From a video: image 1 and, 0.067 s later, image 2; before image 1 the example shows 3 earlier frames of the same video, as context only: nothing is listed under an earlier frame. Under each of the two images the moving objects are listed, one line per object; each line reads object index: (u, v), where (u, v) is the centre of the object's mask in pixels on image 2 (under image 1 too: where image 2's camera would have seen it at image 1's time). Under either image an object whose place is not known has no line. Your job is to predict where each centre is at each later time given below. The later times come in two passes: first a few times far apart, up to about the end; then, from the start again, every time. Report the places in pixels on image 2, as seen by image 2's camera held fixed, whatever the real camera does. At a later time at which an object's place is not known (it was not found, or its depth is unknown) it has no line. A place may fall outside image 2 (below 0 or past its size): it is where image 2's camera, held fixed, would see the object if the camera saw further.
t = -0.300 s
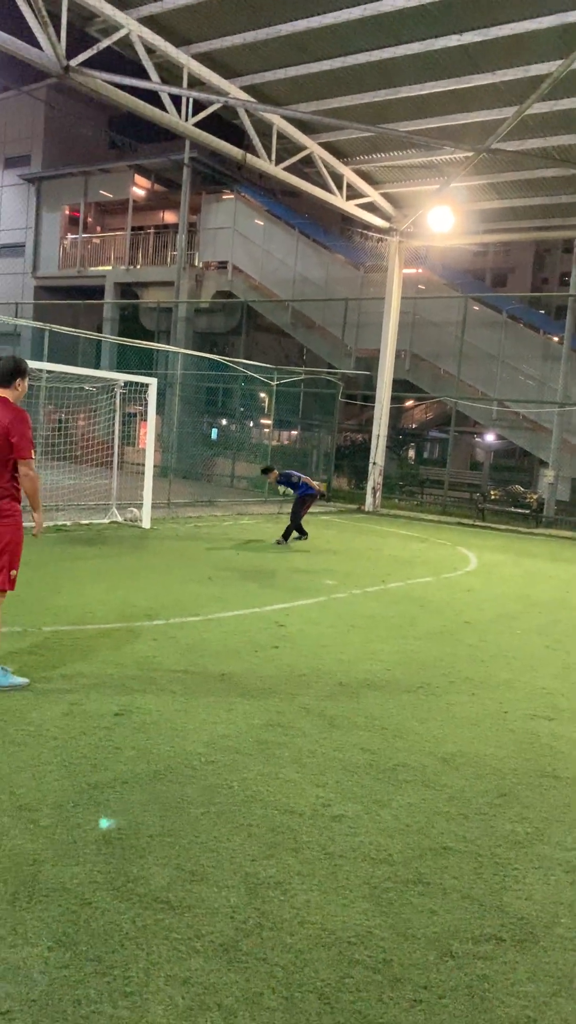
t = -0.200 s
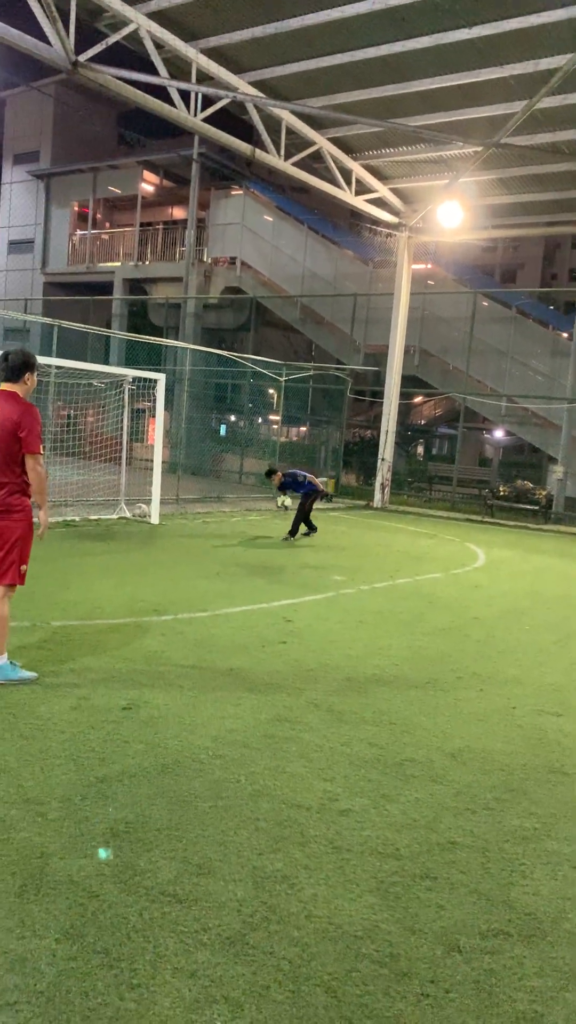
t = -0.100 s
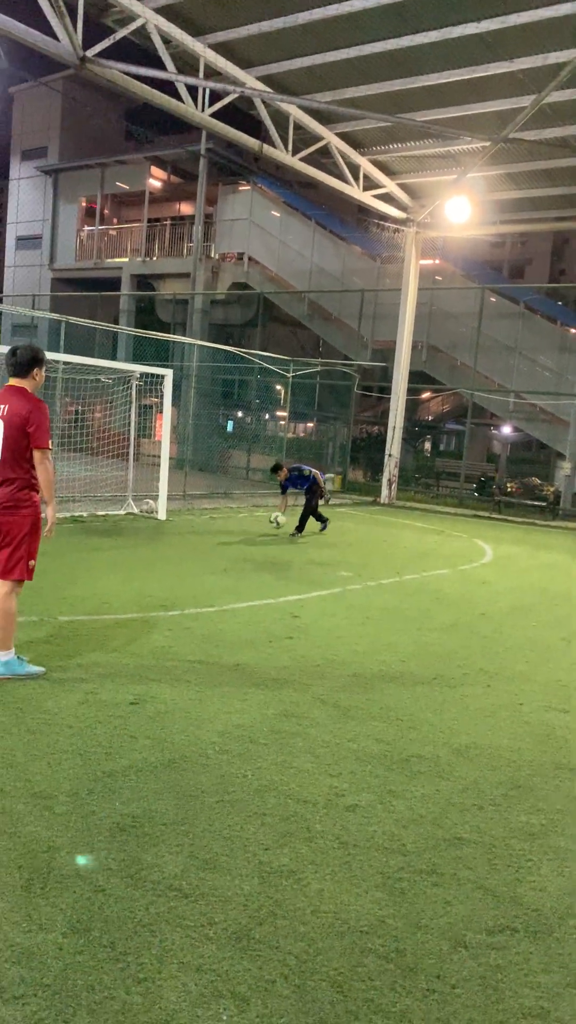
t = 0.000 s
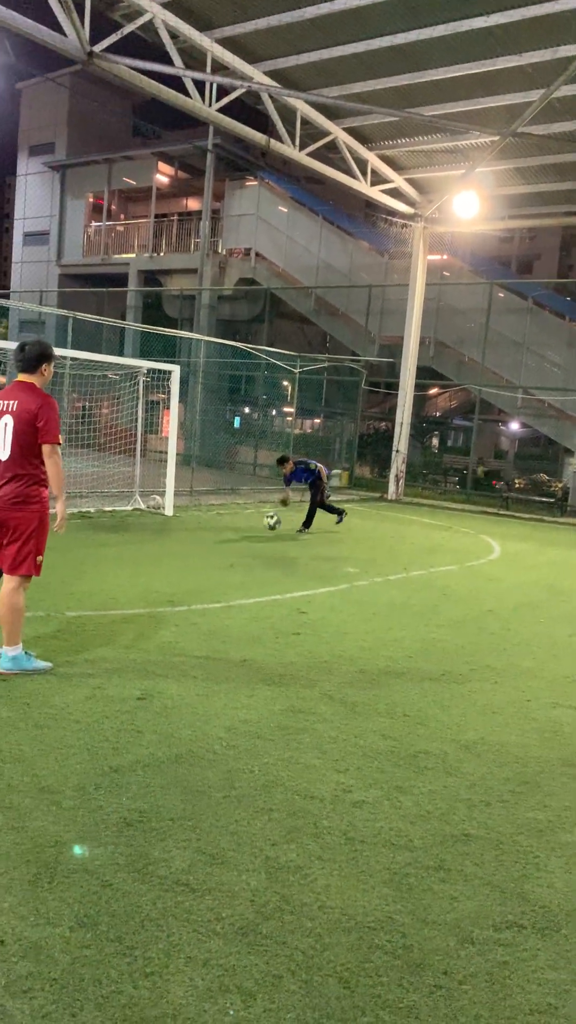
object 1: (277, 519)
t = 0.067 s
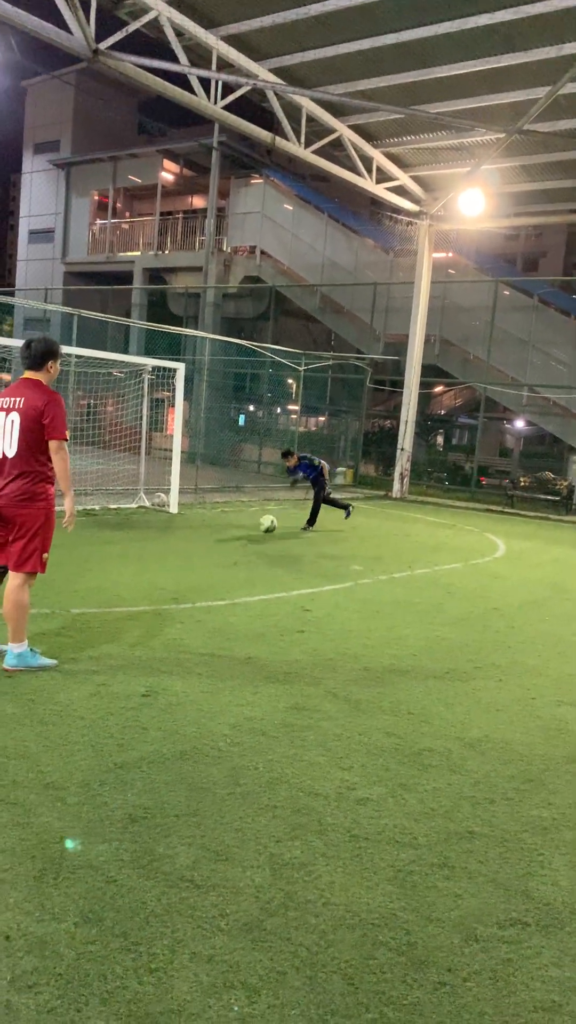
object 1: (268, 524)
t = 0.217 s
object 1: (246, 539)
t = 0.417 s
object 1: (215, 560)
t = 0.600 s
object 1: (183, 577)
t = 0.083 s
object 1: (266, 526)
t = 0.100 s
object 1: (263, 528)
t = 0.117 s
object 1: (260, 530)
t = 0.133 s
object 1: (257, 533)
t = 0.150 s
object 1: (255, 535)
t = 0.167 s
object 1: (252, 539)
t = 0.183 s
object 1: (249, 540)
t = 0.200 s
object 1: (248, 539)
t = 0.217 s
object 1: (246, 539)
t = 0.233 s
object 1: (244, 539)
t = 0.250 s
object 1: (242, 540)
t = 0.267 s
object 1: (239, 540)
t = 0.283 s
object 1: (237, 541)
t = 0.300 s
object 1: (234, 542)
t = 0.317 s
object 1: (231, 544)
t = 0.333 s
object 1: (229, 546)
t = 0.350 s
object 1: (227, 548)
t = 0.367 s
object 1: (224, 551)
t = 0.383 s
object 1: (221, 553)
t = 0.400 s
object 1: (218, 557)
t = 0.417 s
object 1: (215, 560)
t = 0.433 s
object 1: (211, 561)
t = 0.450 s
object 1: (209, 561)
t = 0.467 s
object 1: (207, 561)
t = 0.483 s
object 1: (204, 562)
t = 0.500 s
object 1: (202, 563)
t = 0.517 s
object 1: (199, 564)
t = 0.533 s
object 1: (195, 565)
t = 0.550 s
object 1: (192, 568)
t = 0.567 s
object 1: (189, 570)
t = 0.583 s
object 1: (186, 573)
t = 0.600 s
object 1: (183, 577)
